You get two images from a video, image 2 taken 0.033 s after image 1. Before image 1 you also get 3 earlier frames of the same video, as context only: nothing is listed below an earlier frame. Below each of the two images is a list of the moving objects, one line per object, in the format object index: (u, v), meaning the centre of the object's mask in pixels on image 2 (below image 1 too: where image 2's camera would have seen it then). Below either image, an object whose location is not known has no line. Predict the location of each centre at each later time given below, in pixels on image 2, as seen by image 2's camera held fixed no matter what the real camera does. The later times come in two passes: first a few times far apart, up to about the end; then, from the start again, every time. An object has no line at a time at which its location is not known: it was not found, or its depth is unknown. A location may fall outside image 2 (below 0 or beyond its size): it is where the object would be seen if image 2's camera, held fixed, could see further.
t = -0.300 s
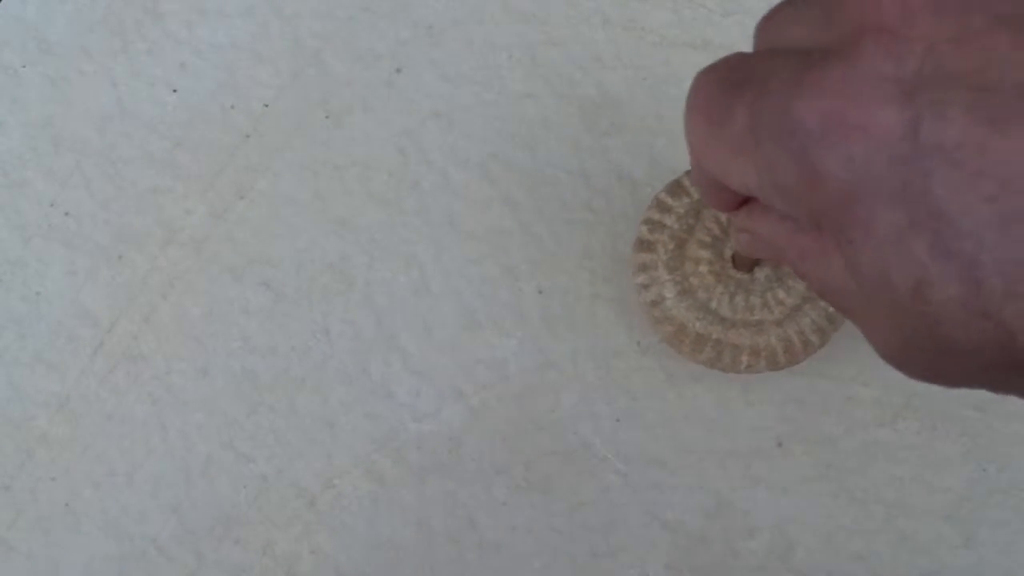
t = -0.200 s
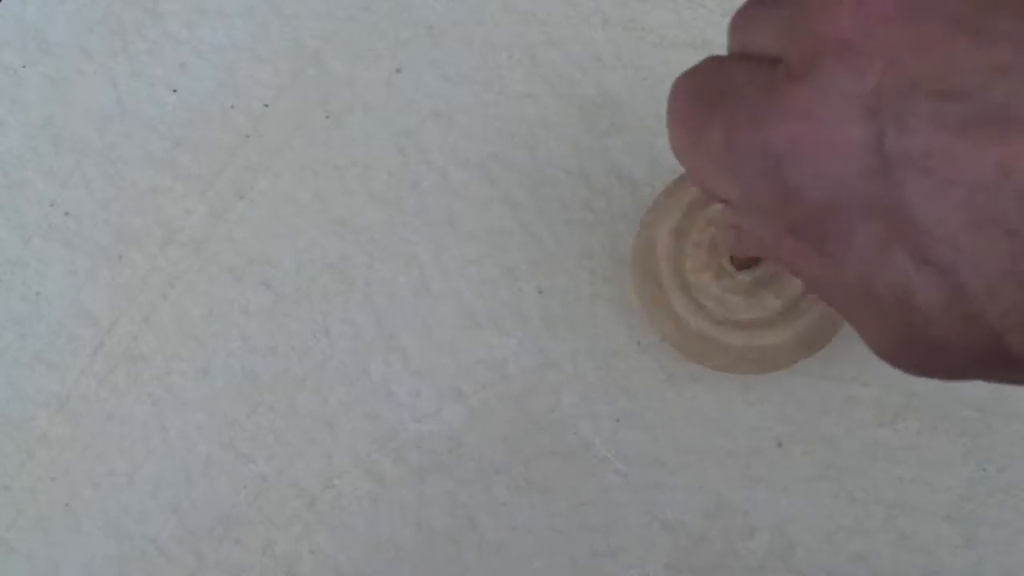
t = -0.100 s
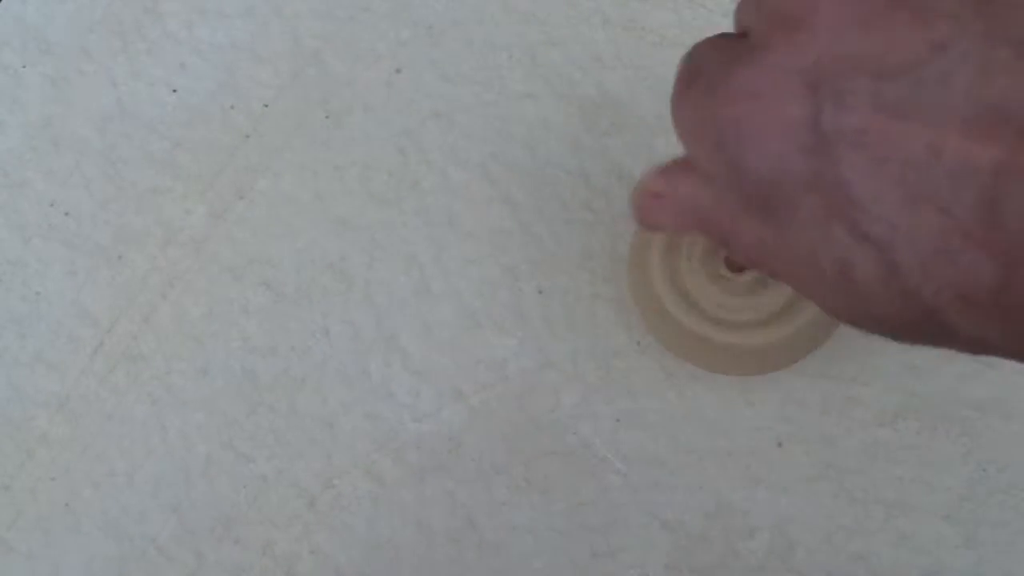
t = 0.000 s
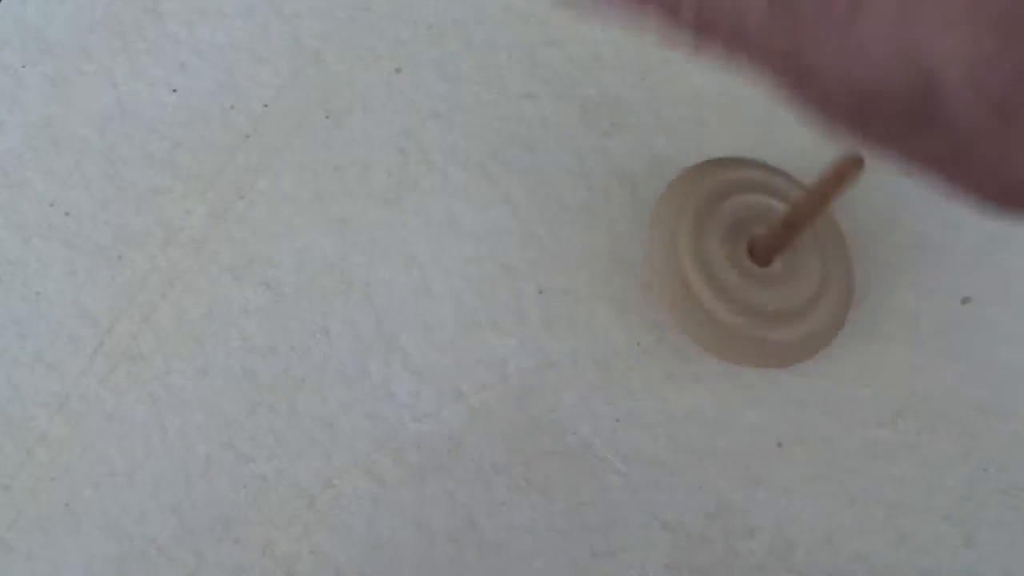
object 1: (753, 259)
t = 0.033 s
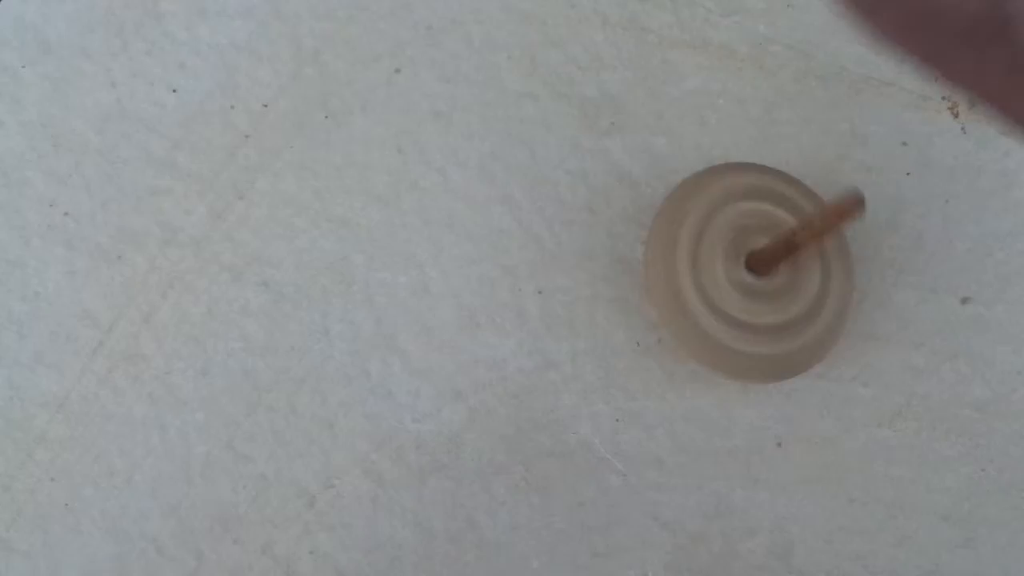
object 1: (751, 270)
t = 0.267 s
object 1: (733, 277)
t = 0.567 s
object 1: (743, 303)
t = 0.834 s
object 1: (715, 314)
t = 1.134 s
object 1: (695, 297)
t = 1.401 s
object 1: (704, 317)
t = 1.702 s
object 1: (679, 331)
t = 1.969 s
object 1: (661, 325)
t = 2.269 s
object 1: (646, 330)
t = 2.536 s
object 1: (625, 322)
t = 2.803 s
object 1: (614, 348)
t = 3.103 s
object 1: (621, 344)
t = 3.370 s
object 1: (617, 363)
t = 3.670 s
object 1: (585, 373)
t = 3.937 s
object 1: (581, 381)
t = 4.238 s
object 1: (558, 375)
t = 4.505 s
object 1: (584, 412)
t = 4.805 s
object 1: (629, 393)
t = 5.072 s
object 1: (587, 319)
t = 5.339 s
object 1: (508, 390)
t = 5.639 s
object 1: (552, 298)
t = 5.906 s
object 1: (433, 451)
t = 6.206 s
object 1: (551, 300)
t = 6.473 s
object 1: (394, 365)
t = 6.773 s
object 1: (534, 455)
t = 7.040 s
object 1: (569, 324)
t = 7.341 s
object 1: (460, 284)
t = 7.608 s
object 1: (442, 291)
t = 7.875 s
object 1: (463, 283)
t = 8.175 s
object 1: (559, 310)
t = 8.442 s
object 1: (584, 385)
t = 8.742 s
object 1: (519, 459)
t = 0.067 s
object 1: (742, 281)
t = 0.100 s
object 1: (727, 274)
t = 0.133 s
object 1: (725, 269)
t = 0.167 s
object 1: (732, 263)
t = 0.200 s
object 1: (739, 272)
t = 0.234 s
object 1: (738, 276)
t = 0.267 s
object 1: (733, 277)
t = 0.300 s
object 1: (737, 272)
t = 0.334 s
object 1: (742, 271)
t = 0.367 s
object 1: (750, 276)
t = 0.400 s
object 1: (750, 281)
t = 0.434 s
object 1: (751, 286)
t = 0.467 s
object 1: (746, 288)
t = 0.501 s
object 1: (746, 294)
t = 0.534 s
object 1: (745, 296)
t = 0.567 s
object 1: (743, 303)
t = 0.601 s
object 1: (739, 304)
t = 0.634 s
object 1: (736, 311)
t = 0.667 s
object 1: (731, 309)
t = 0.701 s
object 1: (728, 316)
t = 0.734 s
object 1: (724, 314)
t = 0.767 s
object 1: (718, 316)
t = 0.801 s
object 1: (717, 310)
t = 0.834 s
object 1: (715, 314)
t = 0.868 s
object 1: (713, 314)
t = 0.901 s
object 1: (706, 317)
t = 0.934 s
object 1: (701, 311)
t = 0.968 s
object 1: (697, 307)
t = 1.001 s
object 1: (699, 304)
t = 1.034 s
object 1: (697, 306)
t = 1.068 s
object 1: (696, 305)
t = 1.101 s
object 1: (691, 301)
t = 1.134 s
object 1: (695, 297)
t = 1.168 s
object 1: (697, 299)
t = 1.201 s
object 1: (698, 304)
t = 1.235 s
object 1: (692, 306)
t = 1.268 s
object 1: (692, 304)
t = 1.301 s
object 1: (691, 299)
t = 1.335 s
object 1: (700, 301)
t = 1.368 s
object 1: (702, 308)
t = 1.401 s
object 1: (704, 317)
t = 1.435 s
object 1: (699, 320)
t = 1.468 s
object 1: (700, 323)
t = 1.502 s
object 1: (699, 323)
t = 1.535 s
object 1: (702, 328)
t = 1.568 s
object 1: (698, 333)
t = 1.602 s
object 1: (694, 340)
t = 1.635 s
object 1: (682, 340)
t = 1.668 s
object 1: (681, 337)
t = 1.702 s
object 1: (679, 331)
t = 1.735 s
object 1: (683, 335)
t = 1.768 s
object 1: (681, 341)
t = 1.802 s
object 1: (677, 347)
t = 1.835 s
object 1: (662, 345)
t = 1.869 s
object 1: (654, 335)
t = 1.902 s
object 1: (650, 323)
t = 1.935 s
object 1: (658, 319)
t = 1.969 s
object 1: (661, 325)
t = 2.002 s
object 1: (661, 334)
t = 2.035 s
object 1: (650, 337)
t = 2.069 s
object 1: (645, 330)
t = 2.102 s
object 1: (642, 318)
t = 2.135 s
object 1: (654, 311)
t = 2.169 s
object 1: (660, 316)
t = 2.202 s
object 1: (663, 325)
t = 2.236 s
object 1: (652, 335)
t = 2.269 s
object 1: (646, 330)
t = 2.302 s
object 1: (641, 323)
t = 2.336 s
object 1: (648, 312)
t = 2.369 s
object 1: (656, 318)
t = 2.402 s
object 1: (661, 328)
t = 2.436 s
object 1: (654, 342)
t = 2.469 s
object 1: (640, 343)
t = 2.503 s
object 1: (628, 340)
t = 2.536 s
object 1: (625, 322)
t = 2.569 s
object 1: (635, 316)
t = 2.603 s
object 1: (646, 314)
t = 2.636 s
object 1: (652, 330)
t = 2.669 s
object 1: (648, 340)
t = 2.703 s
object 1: (640, 350)
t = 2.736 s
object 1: (625, 354)
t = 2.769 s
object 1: (621, 354)
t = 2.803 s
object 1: (614, 348)
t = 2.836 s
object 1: (617, 344)
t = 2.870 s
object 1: (618, 344)
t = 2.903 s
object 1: (622, 349)
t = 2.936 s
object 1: (617, 356)
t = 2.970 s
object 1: (612, 356)
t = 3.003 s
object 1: (605, 355)
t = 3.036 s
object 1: (605, 346)
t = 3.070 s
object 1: (612, 344)
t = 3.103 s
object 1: (621, 344)
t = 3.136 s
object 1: (626, 357)
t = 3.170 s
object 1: (615, 362)
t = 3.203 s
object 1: (609, 364)
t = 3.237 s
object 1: (601, 354)
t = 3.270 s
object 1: (607, 347)
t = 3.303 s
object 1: (612, 345)
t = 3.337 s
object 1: (622, 352)
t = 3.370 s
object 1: (617, 363)
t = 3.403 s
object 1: (610, 366)
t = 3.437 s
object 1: (596, 368)
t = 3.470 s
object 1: (590, 359)
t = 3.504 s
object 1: (593, 354)
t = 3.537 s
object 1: (600, 346)
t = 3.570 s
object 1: (609, 356)
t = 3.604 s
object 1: (607, 364)
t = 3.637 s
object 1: (601, 373)
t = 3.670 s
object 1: (585, 373)
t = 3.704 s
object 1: (581, 365)
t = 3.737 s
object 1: (579, 355)
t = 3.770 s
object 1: (588, 344)
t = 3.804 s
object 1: (598, 351)
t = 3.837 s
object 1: (604, 360)
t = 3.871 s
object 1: (604, 377)
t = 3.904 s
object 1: (592, 382)
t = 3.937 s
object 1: (581, 381)
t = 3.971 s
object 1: (569, 369)
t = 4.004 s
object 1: (573, 355)
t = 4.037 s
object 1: (584, 348)
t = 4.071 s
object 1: (600, 352)
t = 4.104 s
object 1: (603, 370)
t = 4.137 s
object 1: (598, 382)
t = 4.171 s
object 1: (586, 393)
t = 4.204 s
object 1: (567, 387)
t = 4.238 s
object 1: (558, 375)
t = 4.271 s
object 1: (551, 353)
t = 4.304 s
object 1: (566, 335)
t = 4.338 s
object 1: (584, 329)
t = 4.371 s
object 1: (611, 333)
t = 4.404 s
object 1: (623, 358)
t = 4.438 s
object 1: (620, 381)
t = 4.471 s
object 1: (609, 404)
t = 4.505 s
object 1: (584, 412)
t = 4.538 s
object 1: (561, 410)
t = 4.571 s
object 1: (536, 394)
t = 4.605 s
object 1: (538, 372)
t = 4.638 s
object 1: (542, 351)
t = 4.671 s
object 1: (558, 315)
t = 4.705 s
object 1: (590, 319)
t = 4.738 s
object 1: (618, 330)
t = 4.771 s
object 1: (634, 363)
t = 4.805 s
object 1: (629, 393)
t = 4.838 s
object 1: (609, 420)
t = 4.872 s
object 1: (576, 430)
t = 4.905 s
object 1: (546, 425)
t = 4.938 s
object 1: (514, 406)
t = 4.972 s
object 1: (506, 367)
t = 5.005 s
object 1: (530, 351)
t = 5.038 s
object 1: (548, 309)
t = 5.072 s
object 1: (587, 319)
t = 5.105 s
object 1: (613, 333)
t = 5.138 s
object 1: (617, 375)
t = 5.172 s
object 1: (615, 401)
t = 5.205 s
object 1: (604, 427)
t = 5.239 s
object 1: (569, 443)
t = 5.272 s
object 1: (535, 432)
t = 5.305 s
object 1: (505, 418)
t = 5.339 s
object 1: (508, 390)
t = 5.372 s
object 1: (515, 374)
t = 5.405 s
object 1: (509, 348)
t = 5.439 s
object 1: (524, 325)
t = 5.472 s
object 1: (546, 318)
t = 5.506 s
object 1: (561, 316)
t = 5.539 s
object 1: (565, 317)
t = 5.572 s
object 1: (569, 316)
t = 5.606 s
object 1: (566, 310)
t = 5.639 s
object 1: (552, 298)
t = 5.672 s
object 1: (522, 284)
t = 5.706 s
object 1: (479, 276)
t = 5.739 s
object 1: (440, 287)
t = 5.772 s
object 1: (409, 312)
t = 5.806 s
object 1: (396, 351)
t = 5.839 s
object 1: (398, 389)
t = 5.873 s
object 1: (406, 425)
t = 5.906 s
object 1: (433, 451)
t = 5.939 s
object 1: (470, 460)
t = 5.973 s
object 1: (507, 462)
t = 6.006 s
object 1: (544, 454)
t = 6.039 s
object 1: (568, 428)
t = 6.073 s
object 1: (583, 400)
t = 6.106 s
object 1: (586, 370)
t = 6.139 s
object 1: (581, 343)
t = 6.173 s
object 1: (571, 319)
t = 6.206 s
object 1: (551, 300)
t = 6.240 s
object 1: (529, 286)
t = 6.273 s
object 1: (503, 281)
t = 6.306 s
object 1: (478, 278)
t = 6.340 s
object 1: (453, 285)
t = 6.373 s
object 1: (431, 297)
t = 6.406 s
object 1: (412, 316)
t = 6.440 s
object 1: (400, 340)
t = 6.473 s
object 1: (394, 365)
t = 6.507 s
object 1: (393, 392)
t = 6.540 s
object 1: (400, 416)
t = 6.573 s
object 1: (411, 436)
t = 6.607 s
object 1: (429, 451)
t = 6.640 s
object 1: (451, 459)
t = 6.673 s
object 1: (473, 462)
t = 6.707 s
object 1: (493, 463)
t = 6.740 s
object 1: (514, 460)
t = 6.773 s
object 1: (534, 455)
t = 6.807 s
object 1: (553, 445)
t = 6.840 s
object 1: (568, 428)
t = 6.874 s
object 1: (579, 411)
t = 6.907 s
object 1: (582, 393)
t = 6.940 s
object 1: (585, 374)
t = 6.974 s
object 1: (582, 355)
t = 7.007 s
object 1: (576, 339)
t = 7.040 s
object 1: (569, 324)
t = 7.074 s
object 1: (560, 312)
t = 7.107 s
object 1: (549, 301)
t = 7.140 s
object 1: (537, 291)
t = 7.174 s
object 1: (522, 282)
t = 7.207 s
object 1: (504, 278)
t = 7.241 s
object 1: (488, 278)
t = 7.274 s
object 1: (476, 280)
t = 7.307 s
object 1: (467, 282)
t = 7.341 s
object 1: (460, 284)
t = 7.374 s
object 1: (455, 285)
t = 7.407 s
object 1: (452, 286)
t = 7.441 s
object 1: (450, 287)
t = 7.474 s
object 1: (448, 288)
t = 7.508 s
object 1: (445, 290)
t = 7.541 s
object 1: (442, 291)
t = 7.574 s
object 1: (441, 292)
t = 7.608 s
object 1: (442, 291)
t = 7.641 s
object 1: (445, 289)
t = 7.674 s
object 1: (447, 288)
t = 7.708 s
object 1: (449, 288)
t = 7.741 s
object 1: (450, 287)
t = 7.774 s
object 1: (452, 287)
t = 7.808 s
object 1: (454, 286)
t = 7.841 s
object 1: (457, 284)
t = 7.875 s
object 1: (463, 283)
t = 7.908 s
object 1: (470, 281)
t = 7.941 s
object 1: (479, 279)
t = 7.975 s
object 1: (493, 277)
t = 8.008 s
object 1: (508, 279)
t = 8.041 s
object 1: (523, 283)
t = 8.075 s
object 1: (535, 289)
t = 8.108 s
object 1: (544, 296)
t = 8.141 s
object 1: (553, 303)
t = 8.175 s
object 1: (559, 310)
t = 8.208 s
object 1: (565, 317)
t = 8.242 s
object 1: (571, 325)
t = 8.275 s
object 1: (575, 334)
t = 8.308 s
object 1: (578, 343)
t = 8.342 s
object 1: (582, 352)
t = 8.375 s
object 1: (584, 363)
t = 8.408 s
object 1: (584, 374)
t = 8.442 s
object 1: (584, 385)
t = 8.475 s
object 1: (582, 397)
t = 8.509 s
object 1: (579, 409)
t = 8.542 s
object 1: (573, 419)
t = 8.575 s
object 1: (566, 429)
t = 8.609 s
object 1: (559, 440)
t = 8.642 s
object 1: (549, 449)
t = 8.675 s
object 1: (539, 454)
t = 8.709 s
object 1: (528, 457)
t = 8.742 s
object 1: (519, 459)
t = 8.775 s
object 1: (510, 461)
